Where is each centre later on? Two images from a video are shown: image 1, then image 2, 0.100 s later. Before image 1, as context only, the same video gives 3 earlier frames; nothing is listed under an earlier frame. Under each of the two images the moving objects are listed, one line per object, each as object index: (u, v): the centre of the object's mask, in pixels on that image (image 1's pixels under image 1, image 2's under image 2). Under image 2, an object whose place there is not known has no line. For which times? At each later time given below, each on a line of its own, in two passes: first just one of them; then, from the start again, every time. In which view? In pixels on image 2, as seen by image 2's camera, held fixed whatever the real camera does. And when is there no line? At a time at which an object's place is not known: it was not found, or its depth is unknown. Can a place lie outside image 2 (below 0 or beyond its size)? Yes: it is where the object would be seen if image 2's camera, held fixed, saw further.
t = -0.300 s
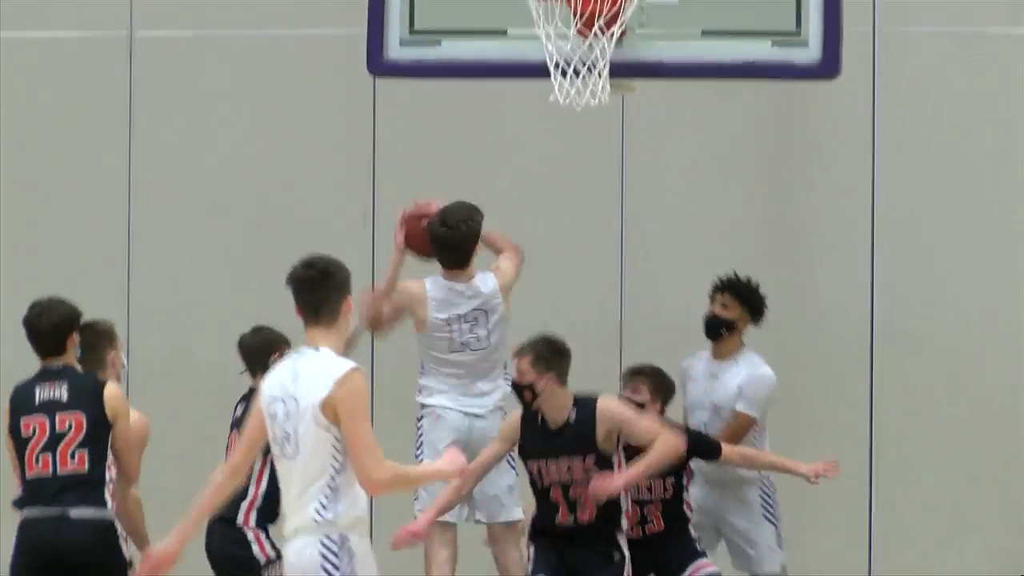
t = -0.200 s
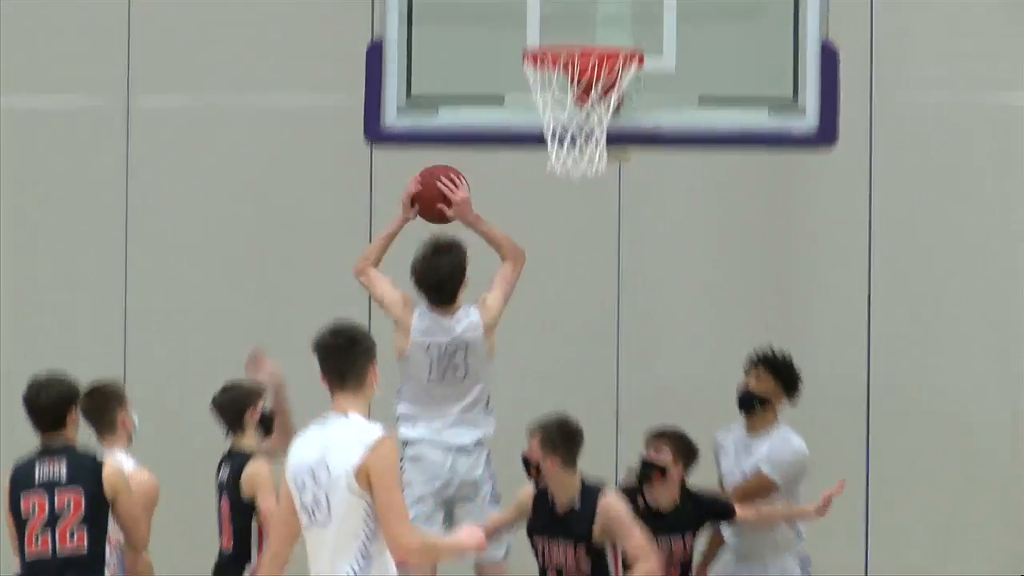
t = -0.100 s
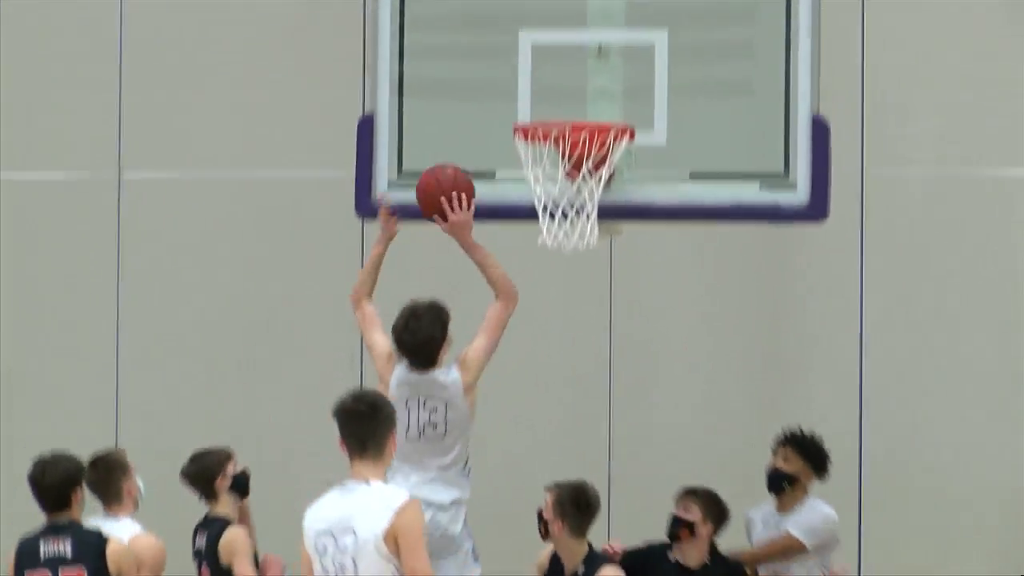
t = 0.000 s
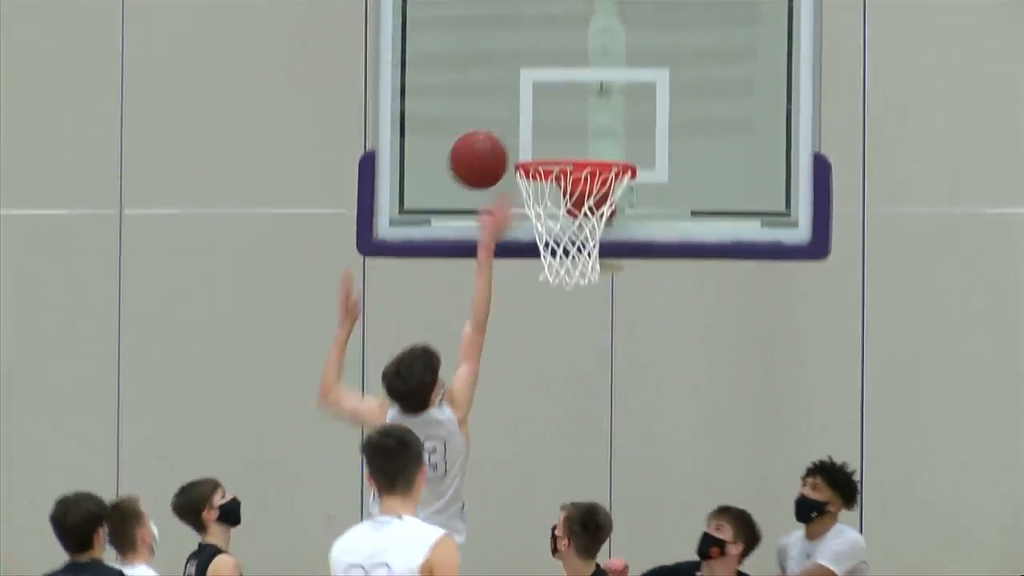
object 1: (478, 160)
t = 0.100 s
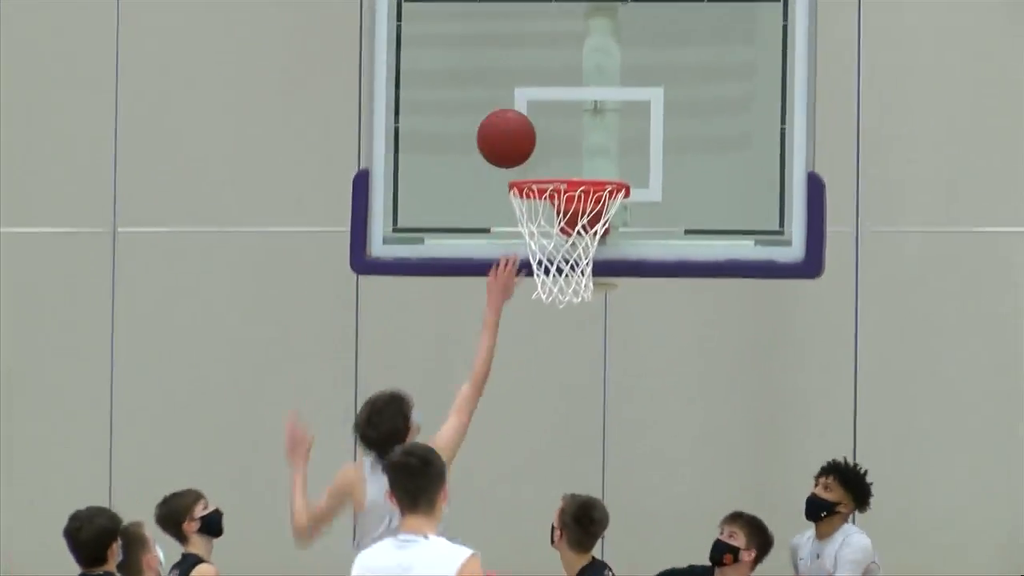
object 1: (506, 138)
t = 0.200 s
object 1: (527, 137)
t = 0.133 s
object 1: (513, 135)
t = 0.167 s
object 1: (519, 134)
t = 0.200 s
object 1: (527, 137)
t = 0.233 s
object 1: (534, 142)
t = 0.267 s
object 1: (541, 149)
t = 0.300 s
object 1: (548, 156)
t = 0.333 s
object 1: (555, 162)
